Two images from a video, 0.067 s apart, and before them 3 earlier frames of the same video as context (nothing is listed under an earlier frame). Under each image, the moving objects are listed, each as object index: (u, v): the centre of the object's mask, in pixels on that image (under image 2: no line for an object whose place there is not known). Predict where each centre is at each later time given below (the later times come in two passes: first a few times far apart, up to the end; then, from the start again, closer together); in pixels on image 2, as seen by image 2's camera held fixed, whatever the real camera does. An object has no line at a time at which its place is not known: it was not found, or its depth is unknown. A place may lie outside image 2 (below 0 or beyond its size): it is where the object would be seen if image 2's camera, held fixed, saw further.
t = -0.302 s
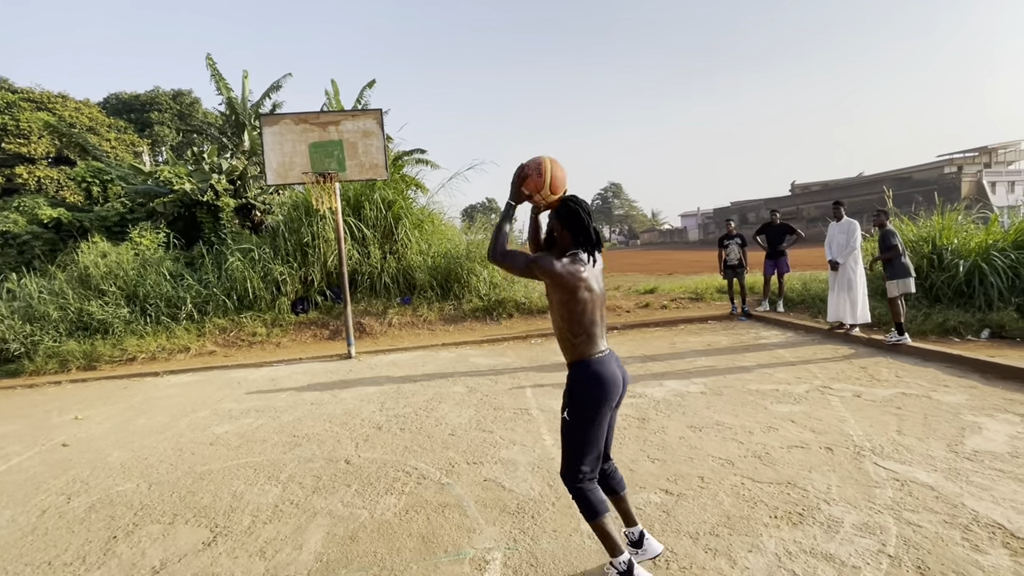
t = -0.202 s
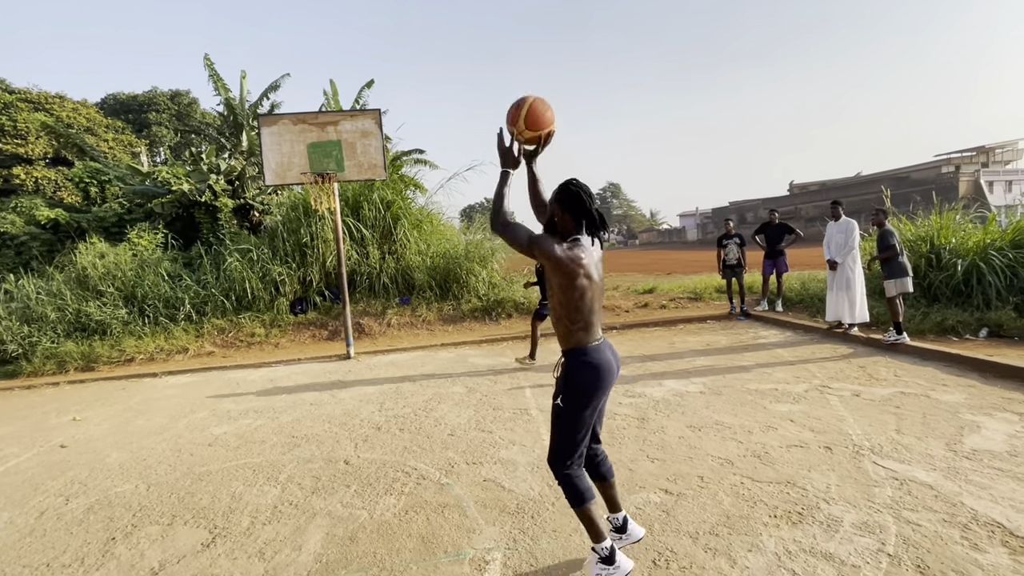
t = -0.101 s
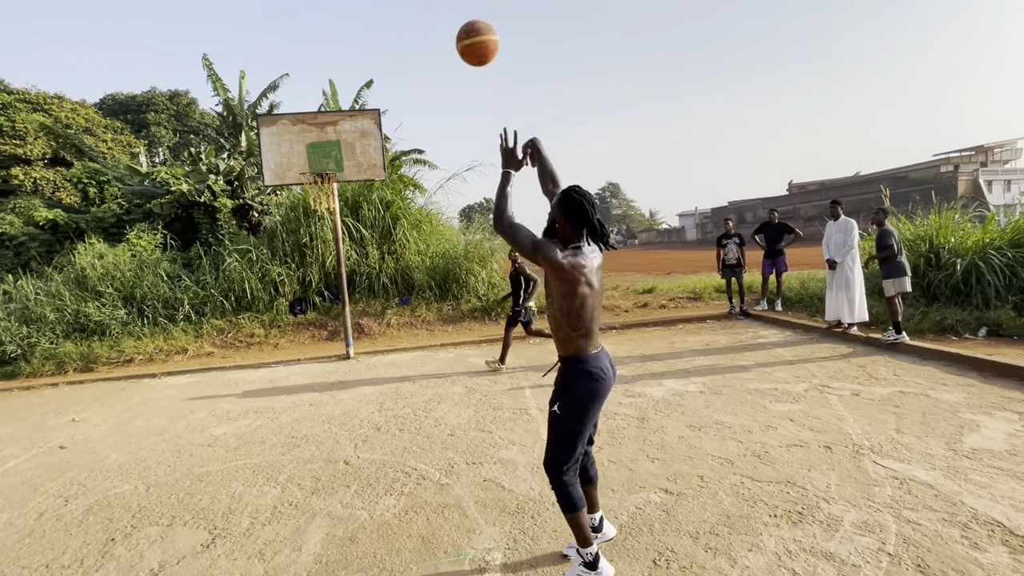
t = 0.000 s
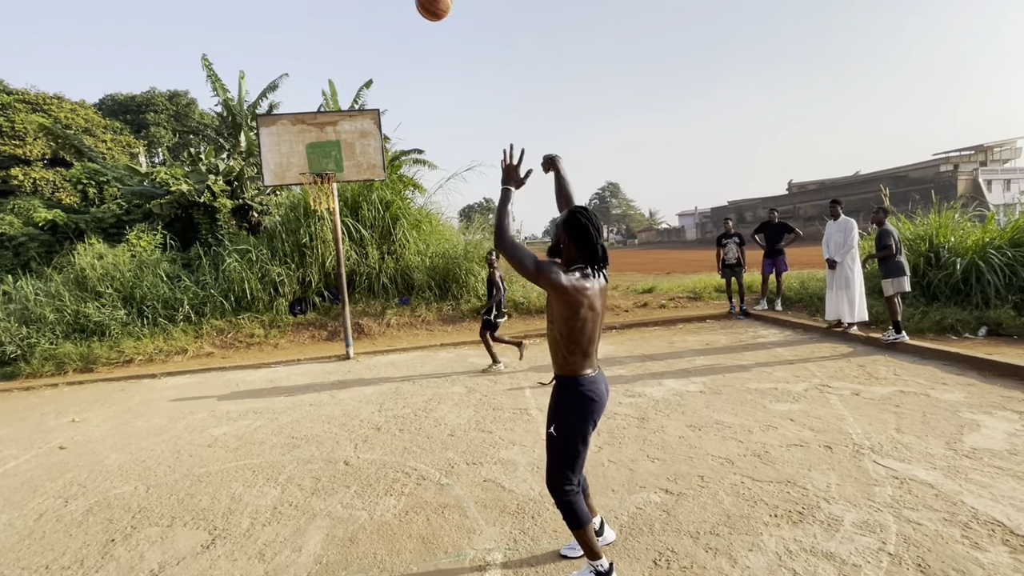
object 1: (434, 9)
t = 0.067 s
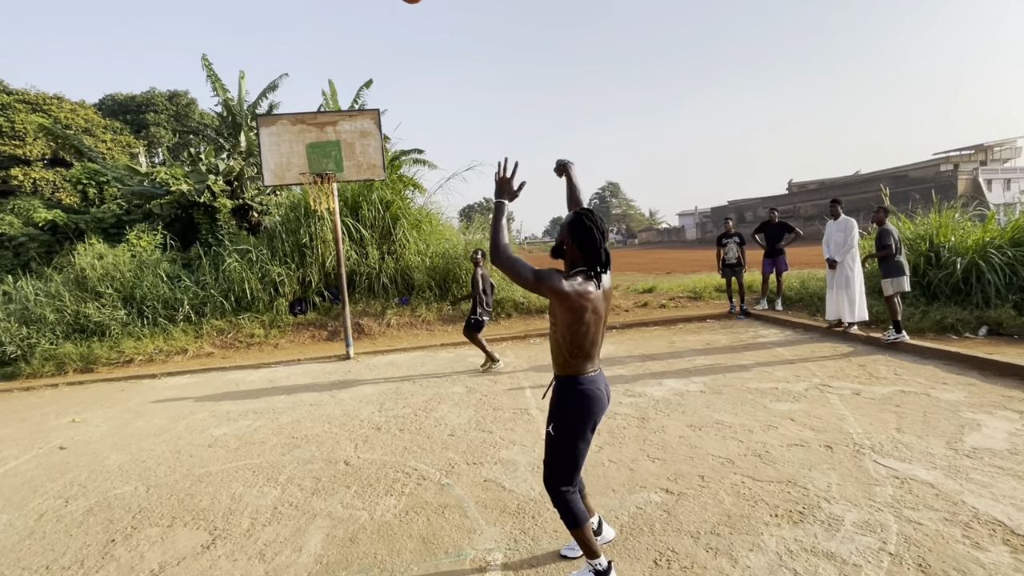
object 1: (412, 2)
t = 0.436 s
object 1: (343, 8)
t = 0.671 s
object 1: (324, 67)
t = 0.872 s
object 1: (316, 137)
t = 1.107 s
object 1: (316, 177)
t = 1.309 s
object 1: (340, 194)
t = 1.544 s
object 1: (360, 238)
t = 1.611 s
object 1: (367, 257)
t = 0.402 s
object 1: (347, 5)
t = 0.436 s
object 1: (343, 8)
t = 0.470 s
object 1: (339, 12)
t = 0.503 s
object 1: (336, 20)
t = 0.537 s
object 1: (333, 28)
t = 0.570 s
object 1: (331, 37)
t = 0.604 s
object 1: (328, 47)
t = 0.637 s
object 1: (326, 57)
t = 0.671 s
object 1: (324, 67)
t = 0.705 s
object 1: (322, 78)
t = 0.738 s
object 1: (321, 89)
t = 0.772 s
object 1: (320, 101)
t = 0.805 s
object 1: (319, 113)
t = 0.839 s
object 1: (317, 125)
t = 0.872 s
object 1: (316, 137)
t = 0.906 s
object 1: (315, 150)
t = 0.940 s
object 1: (315, 162)
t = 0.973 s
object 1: (317, 172)
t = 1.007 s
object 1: (321, 174)
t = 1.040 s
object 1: (318, 174)
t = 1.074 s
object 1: (312, 175)
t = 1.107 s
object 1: (316, 177)
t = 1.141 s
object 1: (322, 181)
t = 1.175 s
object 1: (324, 184)
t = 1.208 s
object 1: (329, 187)
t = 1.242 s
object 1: (334, 189)
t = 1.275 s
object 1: (338, 192)
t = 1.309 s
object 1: (340, 194)
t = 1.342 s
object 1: (343, 198)
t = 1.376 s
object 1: (345, 203)
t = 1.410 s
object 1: (348, 208)
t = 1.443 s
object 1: (350, 214)
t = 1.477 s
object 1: (353, 222)
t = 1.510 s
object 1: (356, 229)
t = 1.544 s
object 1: (360, 238)
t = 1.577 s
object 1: (363, 247)
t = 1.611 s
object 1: (367, 257)
